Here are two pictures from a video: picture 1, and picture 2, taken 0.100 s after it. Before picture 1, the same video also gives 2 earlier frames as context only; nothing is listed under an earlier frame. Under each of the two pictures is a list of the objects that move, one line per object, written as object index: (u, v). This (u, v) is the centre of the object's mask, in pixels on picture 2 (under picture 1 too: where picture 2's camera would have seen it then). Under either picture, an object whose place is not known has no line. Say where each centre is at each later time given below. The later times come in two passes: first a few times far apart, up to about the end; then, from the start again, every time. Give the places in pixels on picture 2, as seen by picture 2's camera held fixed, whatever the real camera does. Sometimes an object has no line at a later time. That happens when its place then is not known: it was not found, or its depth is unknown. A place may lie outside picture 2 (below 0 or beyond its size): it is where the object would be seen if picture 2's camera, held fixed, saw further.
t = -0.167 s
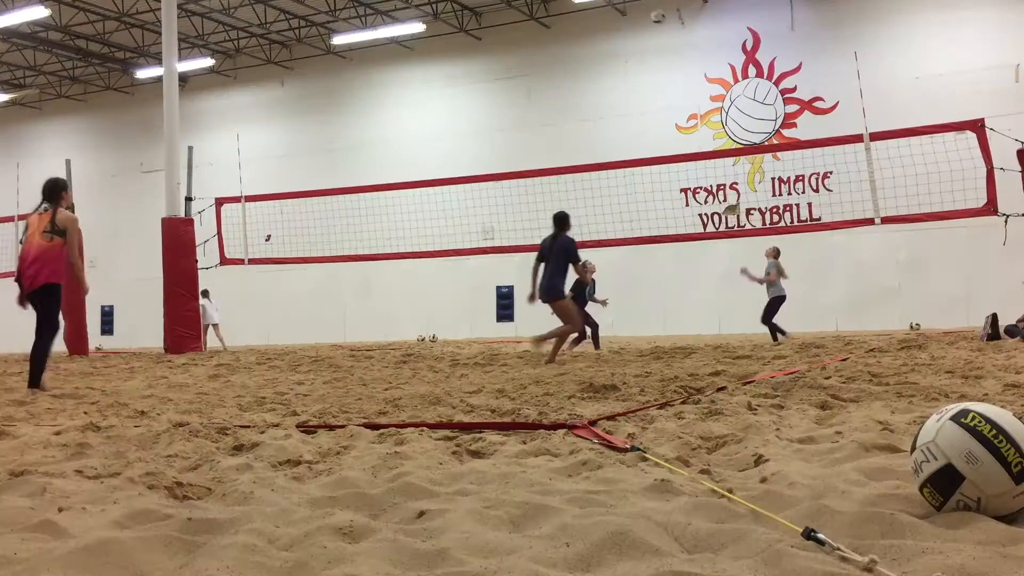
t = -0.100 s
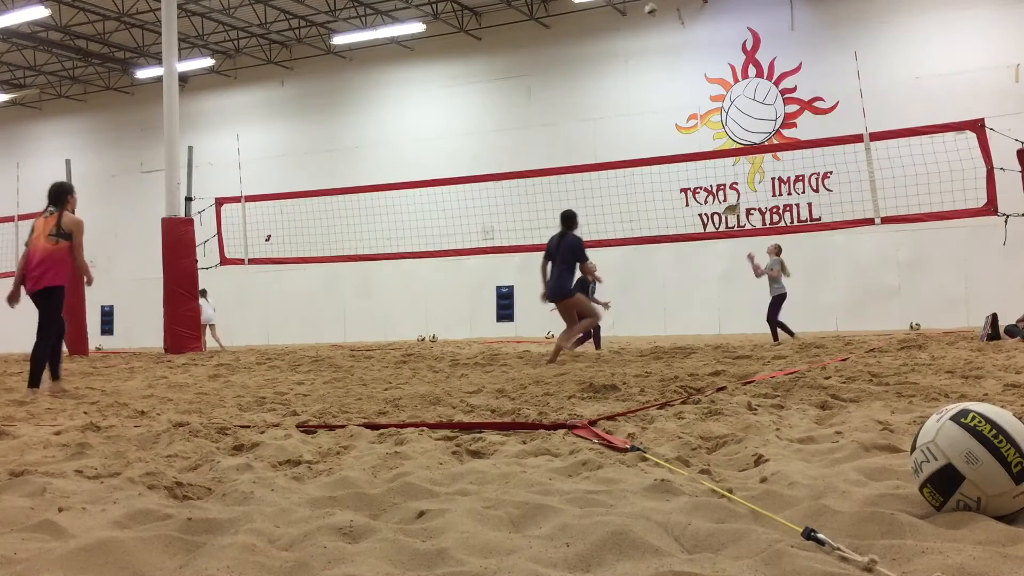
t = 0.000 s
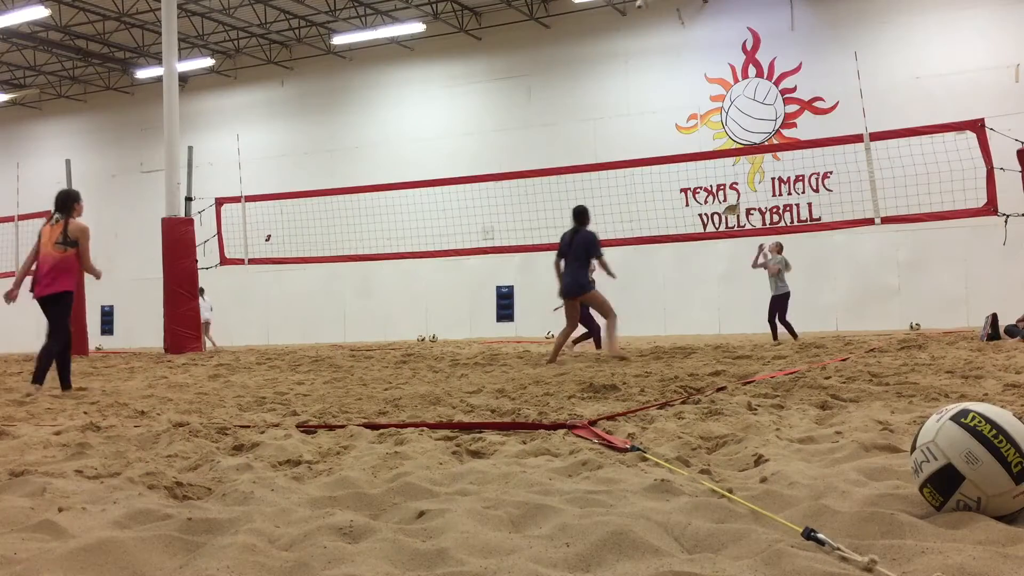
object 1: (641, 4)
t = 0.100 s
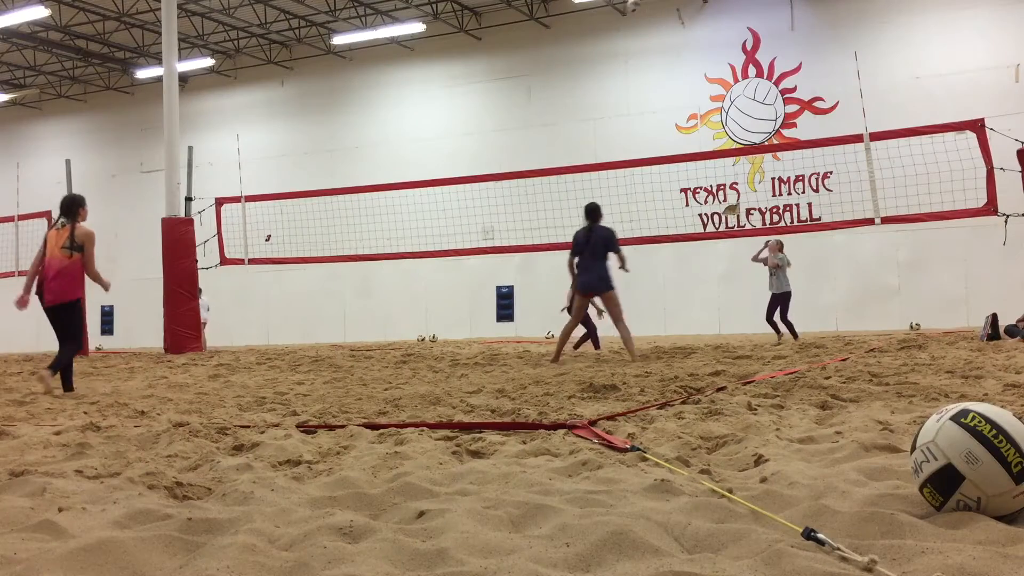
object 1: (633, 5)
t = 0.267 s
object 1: (618, 20)
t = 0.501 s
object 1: (599, 71)
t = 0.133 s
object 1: (629, 7)
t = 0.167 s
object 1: (626, 9)
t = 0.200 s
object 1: (624, 12)
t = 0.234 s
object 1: (621, 15)
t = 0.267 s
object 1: (618, 20)
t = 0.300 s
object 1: (615, 24)
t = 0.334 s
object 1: (614, 30)
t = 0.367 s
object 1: (610, 37)
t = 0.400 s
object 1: (608, 44)
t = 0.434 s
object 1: (605, 52)
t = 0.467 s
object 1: (602, 61)
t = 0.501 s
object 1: (599, 71)
